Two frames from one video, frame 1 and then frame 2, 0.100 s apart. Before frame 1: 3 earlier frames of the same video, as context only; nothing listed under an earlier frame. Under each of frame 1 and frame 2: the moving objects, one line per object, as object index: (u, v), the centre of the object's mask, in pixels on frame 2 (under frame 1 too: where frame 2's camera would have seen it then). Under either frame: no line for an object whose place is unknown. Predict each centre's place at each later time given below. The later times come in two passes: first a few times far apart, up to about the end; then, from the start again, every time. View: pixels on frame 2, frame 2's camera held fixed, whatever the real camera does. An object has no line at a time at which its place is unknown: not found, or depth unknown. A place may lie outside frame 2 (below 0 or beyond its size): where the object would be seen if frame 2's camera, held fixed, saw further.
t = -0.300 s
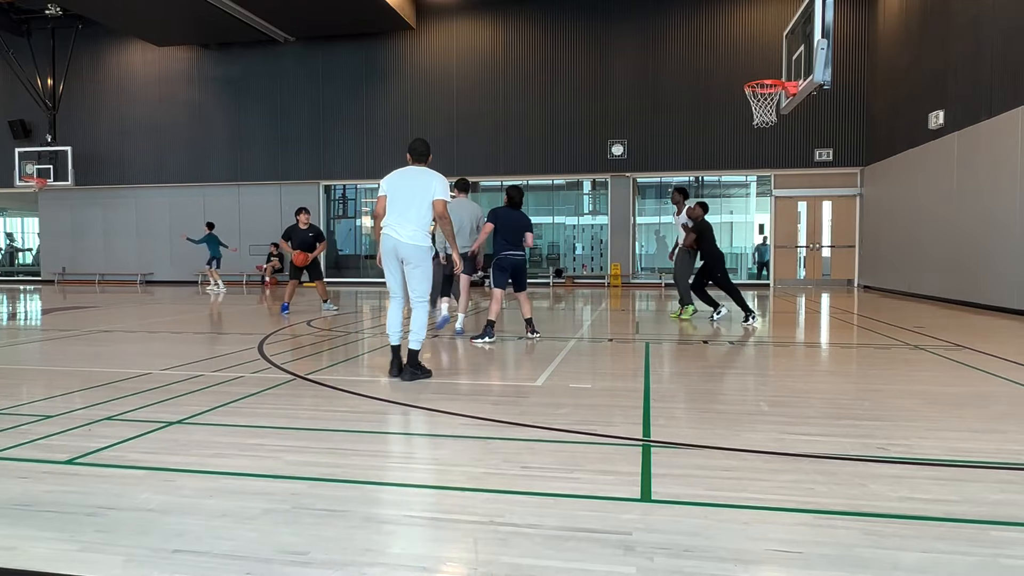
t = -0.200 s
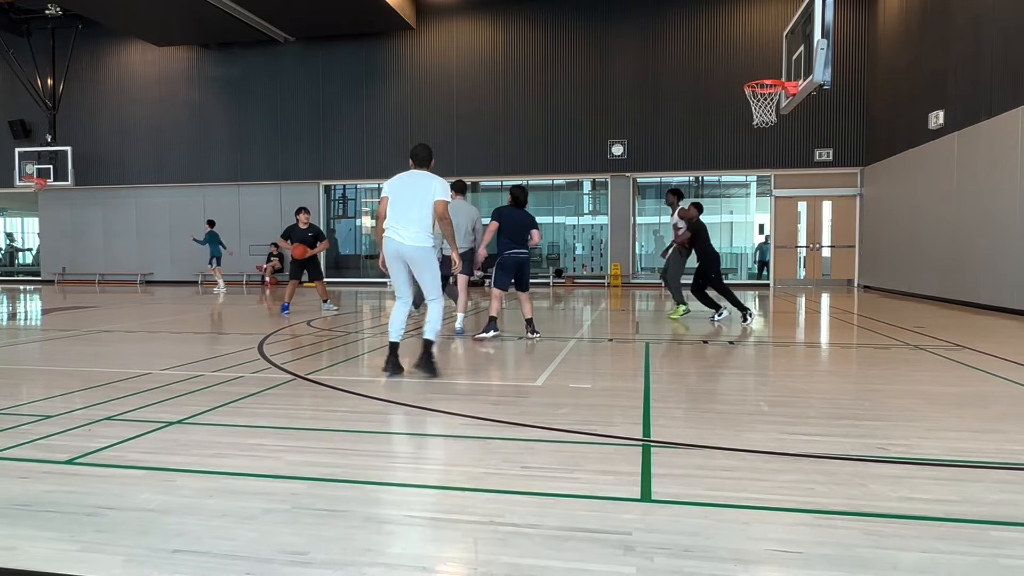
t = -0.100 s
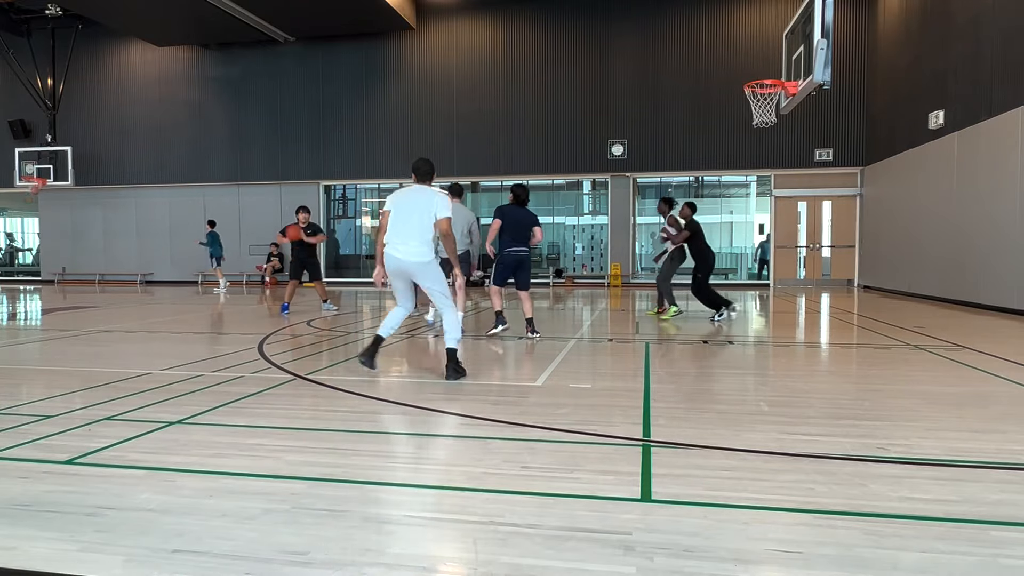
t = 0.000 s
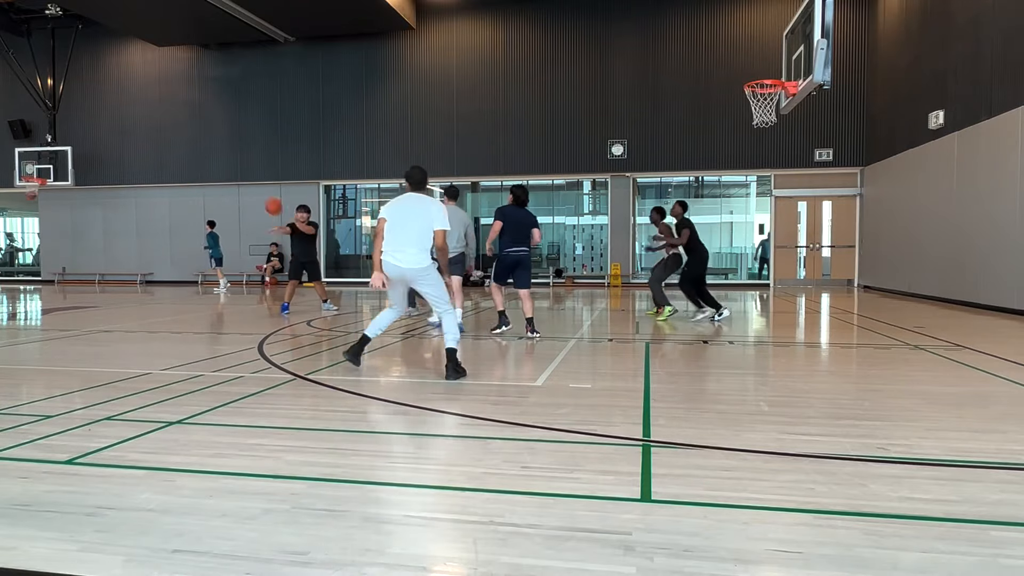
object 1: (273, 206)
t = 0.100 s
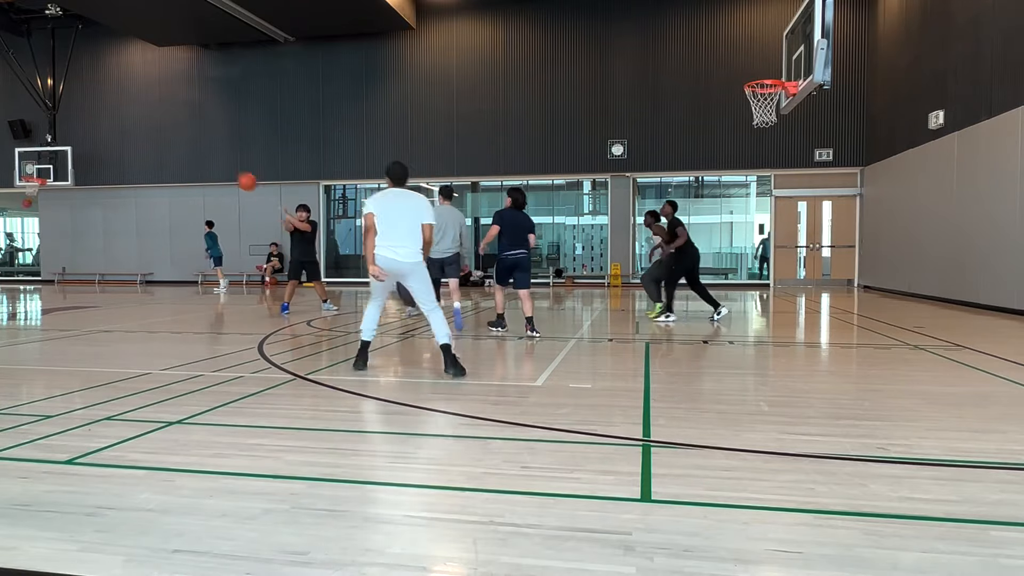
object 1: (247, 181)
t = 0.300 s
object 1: (183, 144)
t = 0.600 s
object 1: (43, 139)
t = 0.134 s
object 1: (237, 174)
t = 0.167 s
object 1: (227, 167)
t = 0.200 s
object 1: (217, 160)
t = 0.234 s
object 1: (206, 154)
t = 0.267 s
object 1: (194, 149)
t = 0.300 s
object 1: (183, 144)
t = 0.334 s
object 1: (170, 140)
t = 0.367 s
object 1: (157, 137)
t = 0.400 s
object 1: (143, 134)
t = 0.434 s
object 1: (129, 132)
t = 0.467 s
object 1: (113, 132)
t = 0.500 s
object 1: (97, 132)
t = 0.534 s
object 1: (79, 133)
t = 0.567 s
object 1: (62, 135)
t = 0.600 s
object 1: (43, 139)
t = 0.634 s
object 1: (21, 144)
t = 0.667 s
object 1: (7, 151)
